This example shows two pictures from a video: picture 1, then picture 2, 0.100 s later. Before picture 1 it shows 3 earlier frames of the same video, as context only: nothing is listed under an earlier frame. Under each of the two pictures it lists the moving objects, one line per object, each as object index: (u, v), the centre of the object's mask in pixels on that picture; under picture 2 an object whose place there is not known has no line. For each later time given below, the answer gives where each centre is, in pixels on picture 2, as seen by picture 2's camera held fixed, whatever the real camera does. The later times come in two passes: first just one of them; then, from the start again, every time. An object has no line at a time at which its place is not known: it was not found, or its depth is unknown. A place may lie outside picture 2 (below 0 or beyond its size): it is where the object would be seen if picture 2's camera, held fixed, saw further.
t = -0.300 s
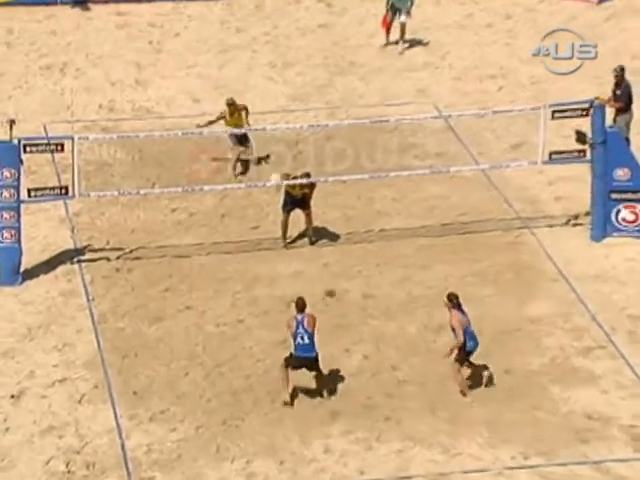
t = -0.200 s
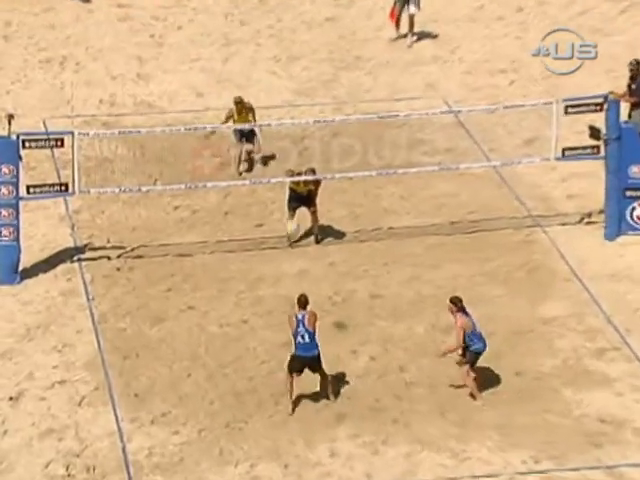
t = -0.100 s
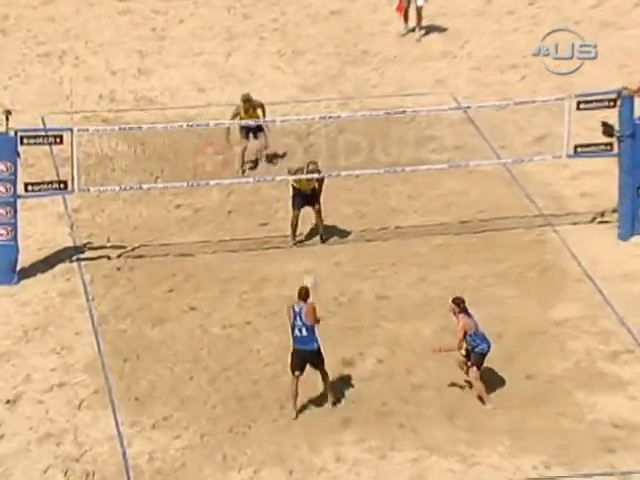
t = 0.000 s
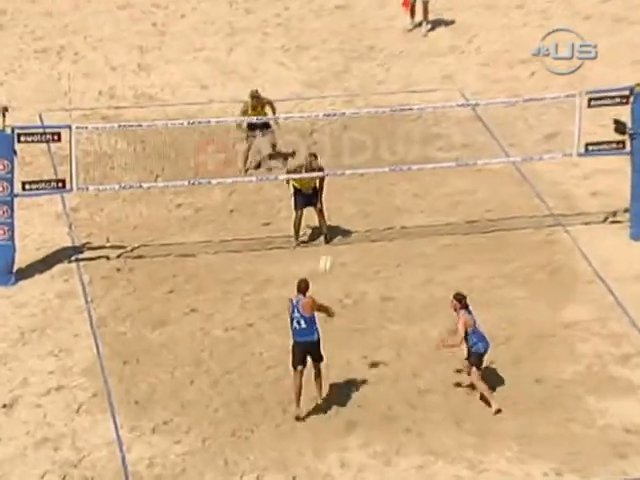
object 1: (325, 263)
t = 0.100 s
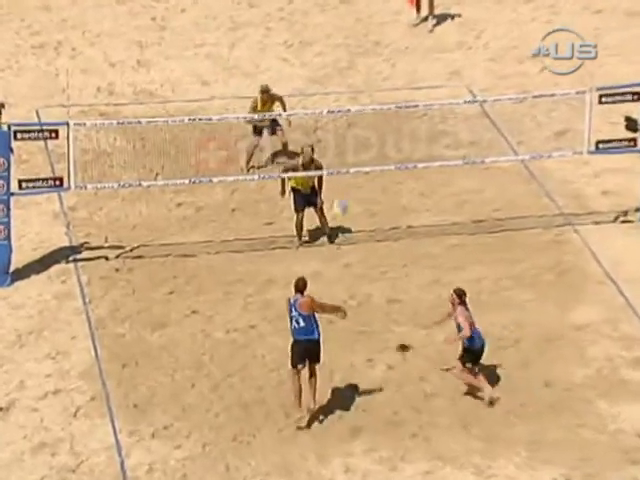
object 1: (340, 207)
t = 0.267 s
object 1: (354, 133)
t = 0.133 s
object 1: (343, 191)
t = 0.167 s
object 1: (346, 177)
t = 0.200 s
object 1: (348, 157)
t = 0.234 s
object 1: (352, 144)
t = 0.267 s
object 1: (354, 133)
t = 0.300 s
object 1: (357, 119)
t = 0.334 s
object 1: (365, 104)
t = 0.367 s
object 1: (366, 96)
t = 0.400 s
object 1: (371, 84)
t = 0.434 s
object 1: (375, 75)
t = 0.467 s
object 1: (378, 67)
